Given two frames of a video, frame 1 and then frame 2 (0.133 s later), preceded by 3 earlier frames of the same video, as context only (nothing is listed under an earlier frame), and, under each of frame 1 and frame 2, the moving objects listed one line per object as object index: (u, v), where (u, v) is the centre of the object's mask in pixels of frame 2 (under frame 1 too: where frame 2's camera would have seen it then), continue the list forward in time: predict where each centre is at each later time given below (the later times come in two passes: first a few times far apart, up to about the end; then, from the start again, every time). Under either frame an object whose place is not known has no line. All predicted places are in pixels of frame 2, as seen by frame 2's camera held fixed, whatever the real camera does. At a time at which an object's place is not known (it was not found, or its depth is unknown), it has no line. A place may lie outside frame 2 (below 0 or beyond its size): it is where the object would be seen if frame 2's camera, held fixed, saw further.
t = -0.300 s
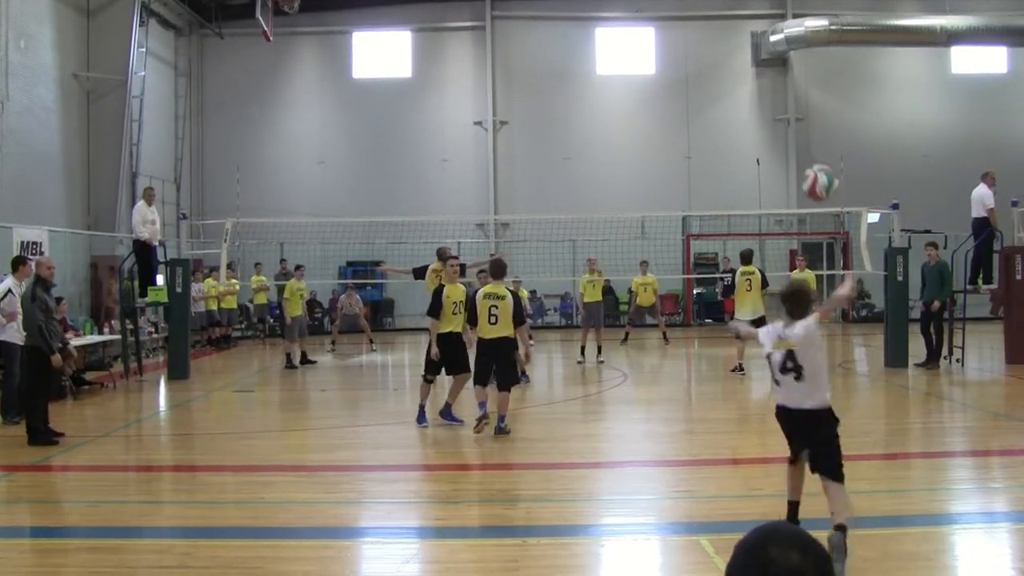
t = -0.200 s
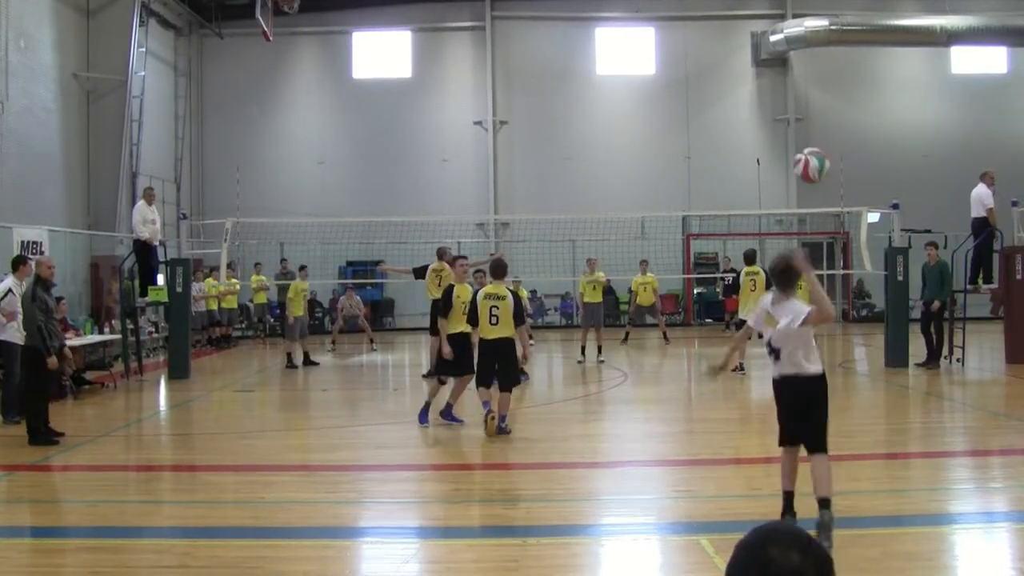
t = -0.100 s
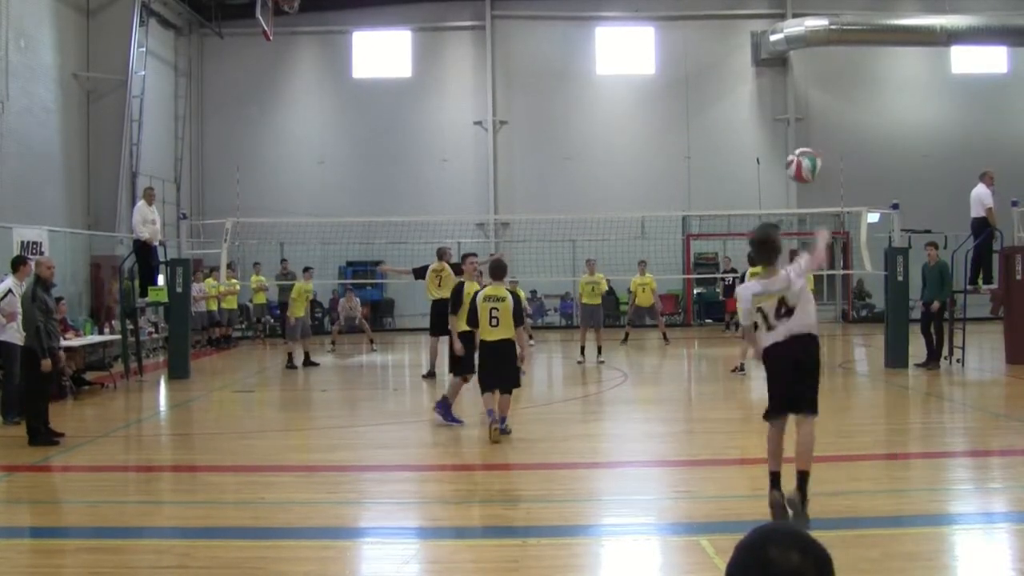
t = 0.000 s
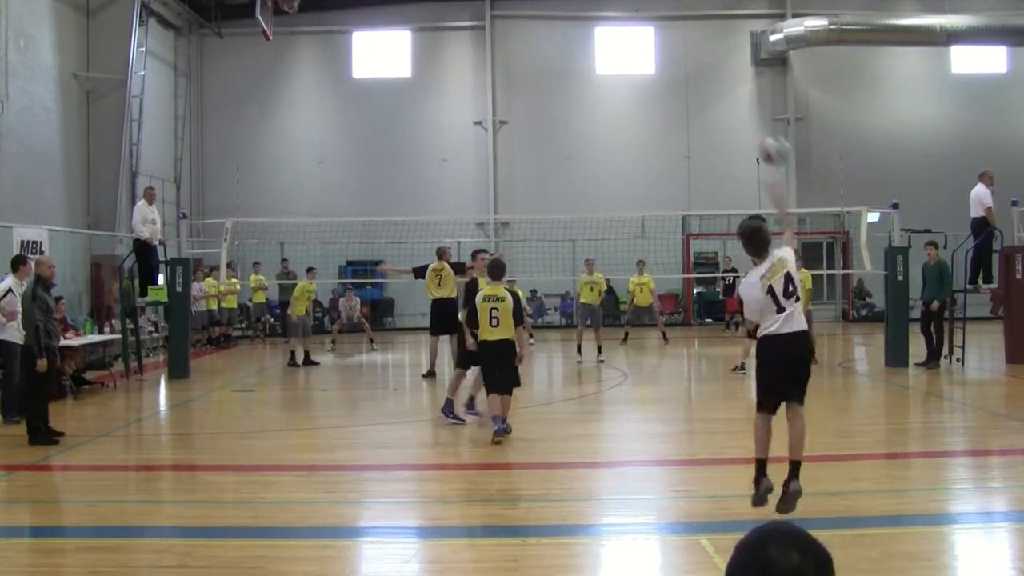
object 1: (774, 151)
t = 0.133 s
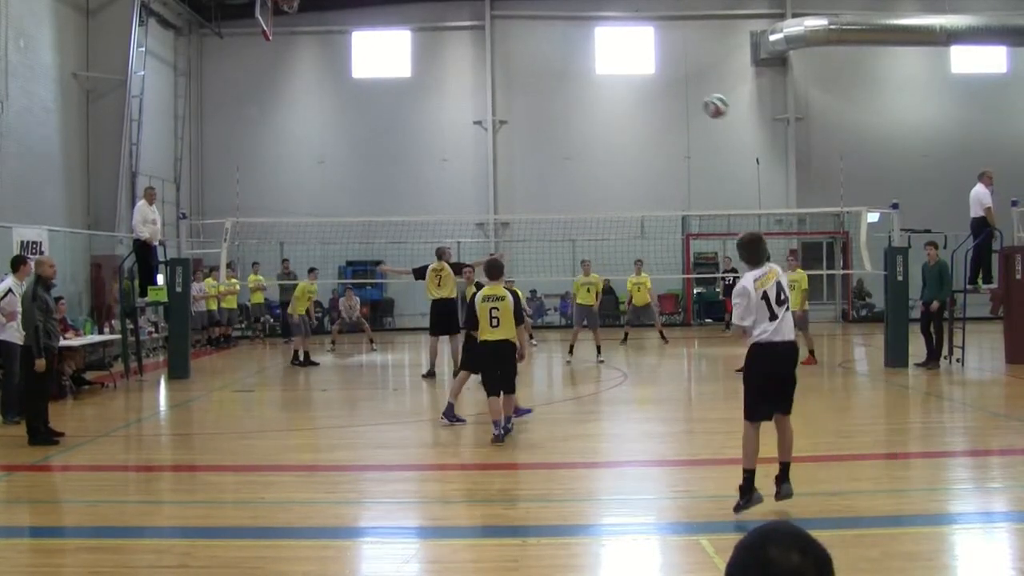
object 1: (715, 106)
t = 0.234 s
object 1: (689, 96)
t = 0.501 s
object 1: (648, 118)
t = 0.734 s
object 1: (628, 168)
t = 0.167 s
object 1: (707, 100)
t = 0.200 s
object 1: (696, 98)
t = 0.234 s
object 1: (689, 96)
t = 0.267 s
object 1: (682, 96)
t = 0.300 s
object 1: (675, 96)
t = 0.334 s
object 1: (670, 98)
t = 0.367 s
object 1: (664, 102)
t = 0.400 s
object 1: (660, 105)
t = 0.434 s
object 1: (656, 109)
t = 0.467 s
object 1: (652, 112)
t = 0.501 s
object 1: (648, 118)
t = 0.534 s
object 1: (645, 125)
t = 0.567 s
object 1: (642, 131)
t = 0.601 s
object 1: (639, 138)
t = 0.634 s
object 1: (636, 145)
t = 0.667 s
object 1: (633, 152)
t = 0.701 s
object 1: (631, 161)
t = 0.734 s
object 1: (628, 168)
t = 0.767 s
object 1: (627, 177)
